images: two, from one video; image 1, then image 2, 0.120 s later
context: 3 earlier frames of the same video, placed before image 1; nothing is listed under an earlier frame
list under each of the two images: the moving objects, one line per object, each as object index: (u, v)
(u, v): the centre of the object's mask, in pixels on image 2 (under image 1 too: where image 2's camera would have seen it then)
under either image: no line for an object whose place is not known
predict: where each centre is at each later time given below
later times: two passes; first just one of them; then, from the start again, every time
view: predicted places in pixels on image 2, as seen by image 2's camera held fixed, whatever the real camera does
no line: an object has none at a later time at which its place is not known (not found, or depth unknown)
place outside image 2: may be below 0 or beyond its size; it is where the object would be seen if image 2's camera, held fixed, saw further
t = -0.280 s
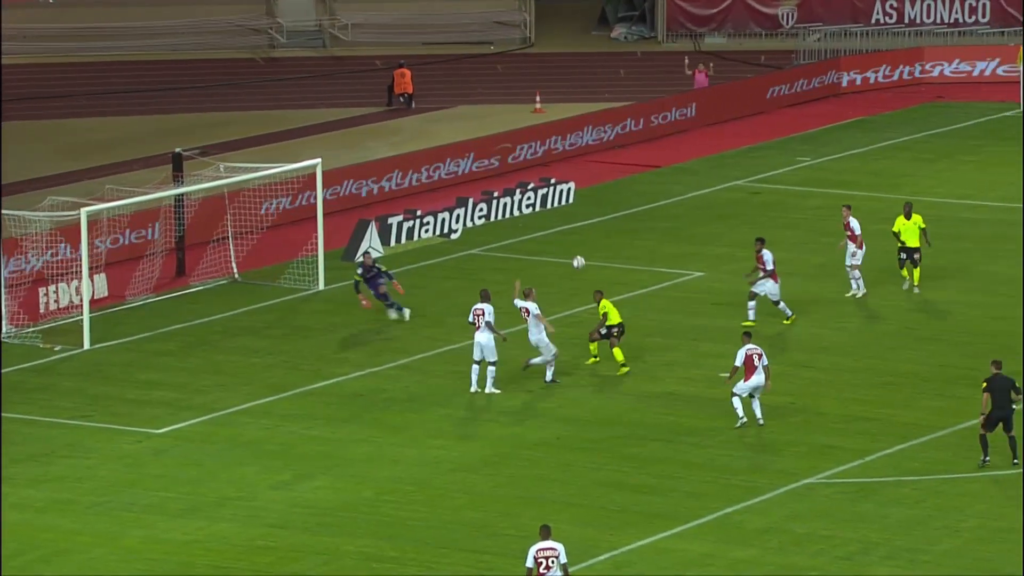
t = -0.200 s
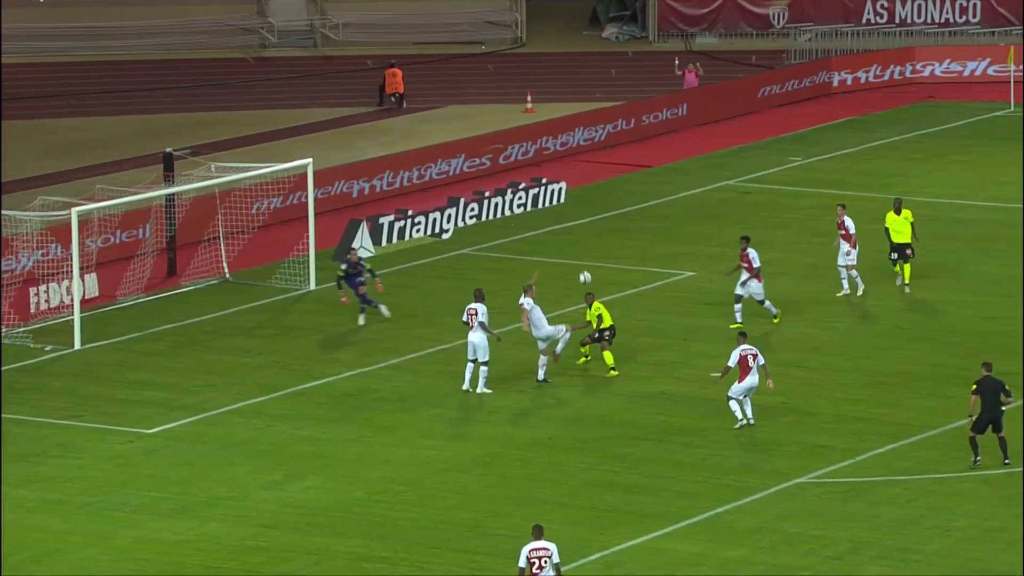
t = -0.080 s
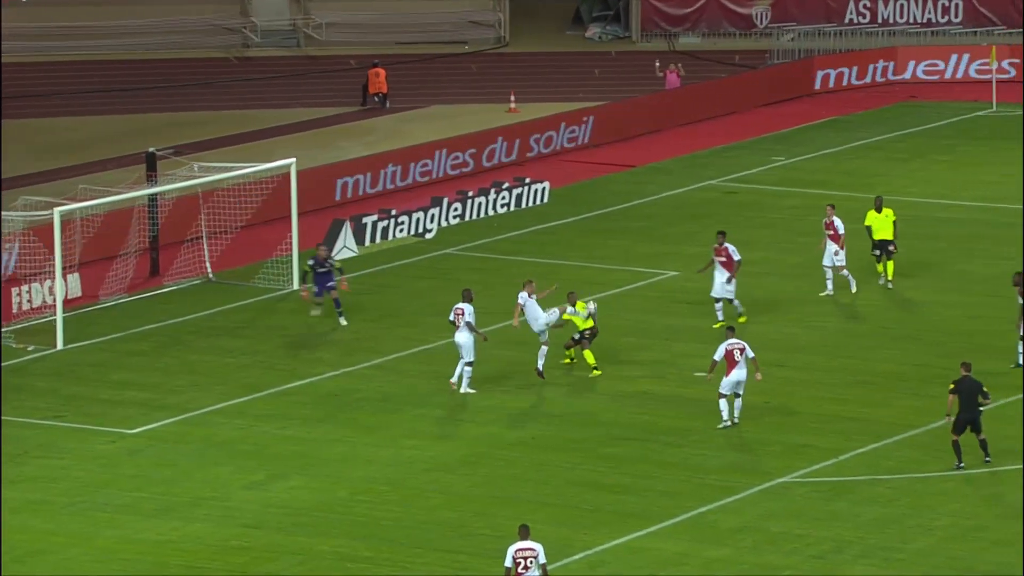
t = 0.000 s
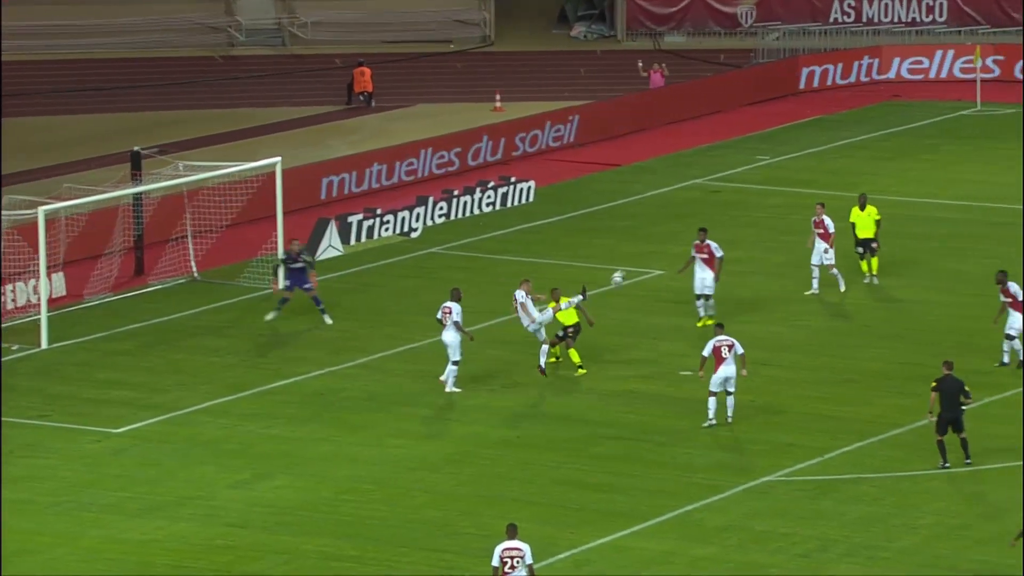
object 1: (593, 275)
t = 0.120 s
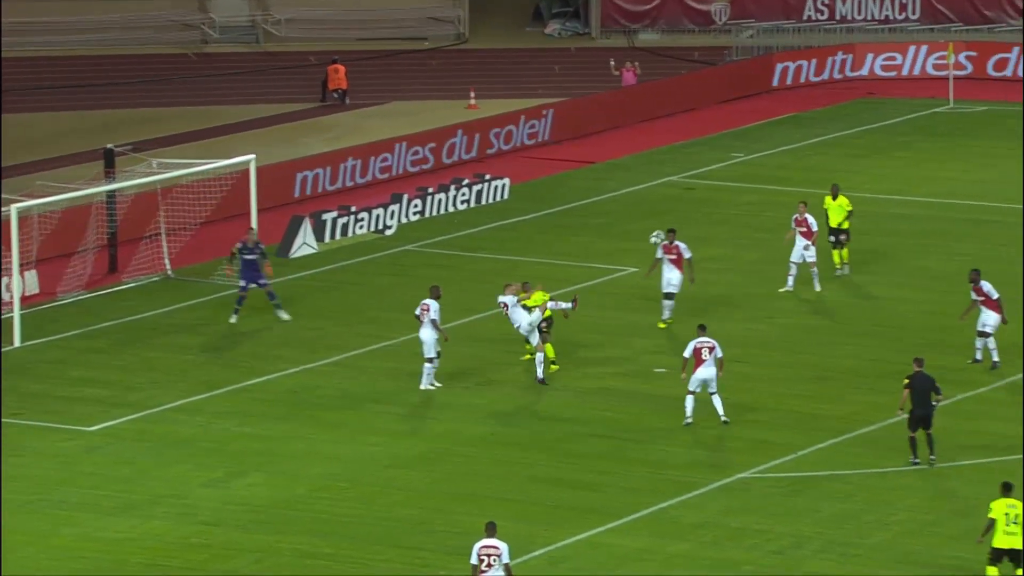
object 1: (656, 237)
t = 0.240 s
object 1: (722, 210)
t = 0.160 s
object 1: (679, 227)
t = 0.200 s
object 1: (701, 218)
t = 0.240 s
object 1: (722, 210)
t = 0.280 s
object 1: (745, 203)
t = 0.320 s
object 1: (766, 198)
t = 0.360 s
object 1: (788, 194)
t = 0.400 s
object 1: (809, 191)
